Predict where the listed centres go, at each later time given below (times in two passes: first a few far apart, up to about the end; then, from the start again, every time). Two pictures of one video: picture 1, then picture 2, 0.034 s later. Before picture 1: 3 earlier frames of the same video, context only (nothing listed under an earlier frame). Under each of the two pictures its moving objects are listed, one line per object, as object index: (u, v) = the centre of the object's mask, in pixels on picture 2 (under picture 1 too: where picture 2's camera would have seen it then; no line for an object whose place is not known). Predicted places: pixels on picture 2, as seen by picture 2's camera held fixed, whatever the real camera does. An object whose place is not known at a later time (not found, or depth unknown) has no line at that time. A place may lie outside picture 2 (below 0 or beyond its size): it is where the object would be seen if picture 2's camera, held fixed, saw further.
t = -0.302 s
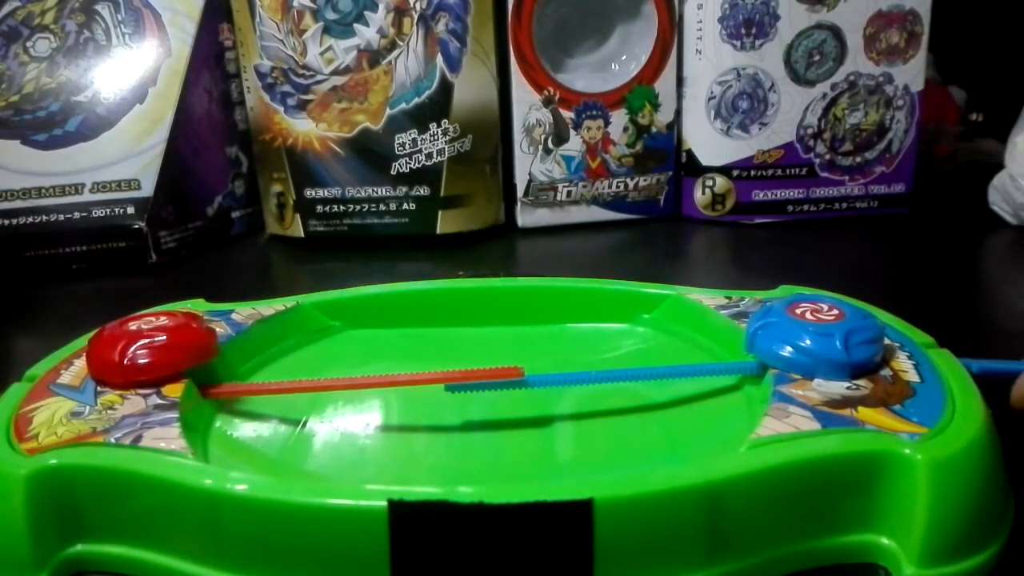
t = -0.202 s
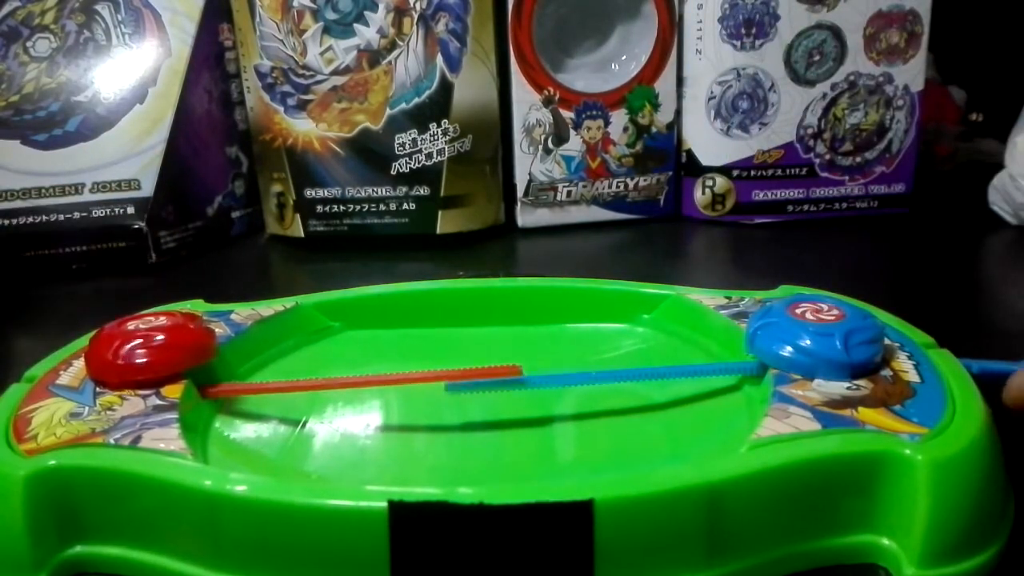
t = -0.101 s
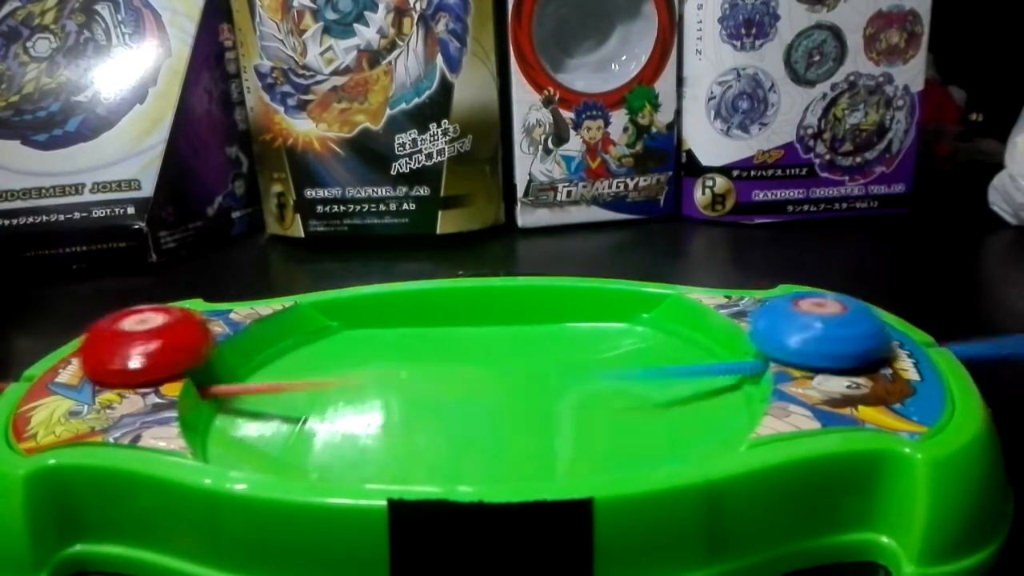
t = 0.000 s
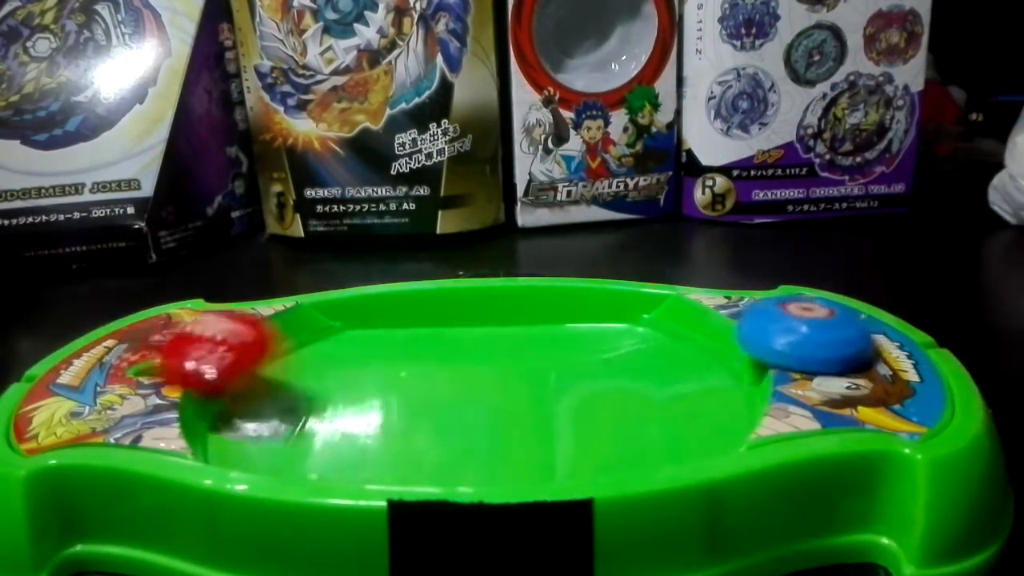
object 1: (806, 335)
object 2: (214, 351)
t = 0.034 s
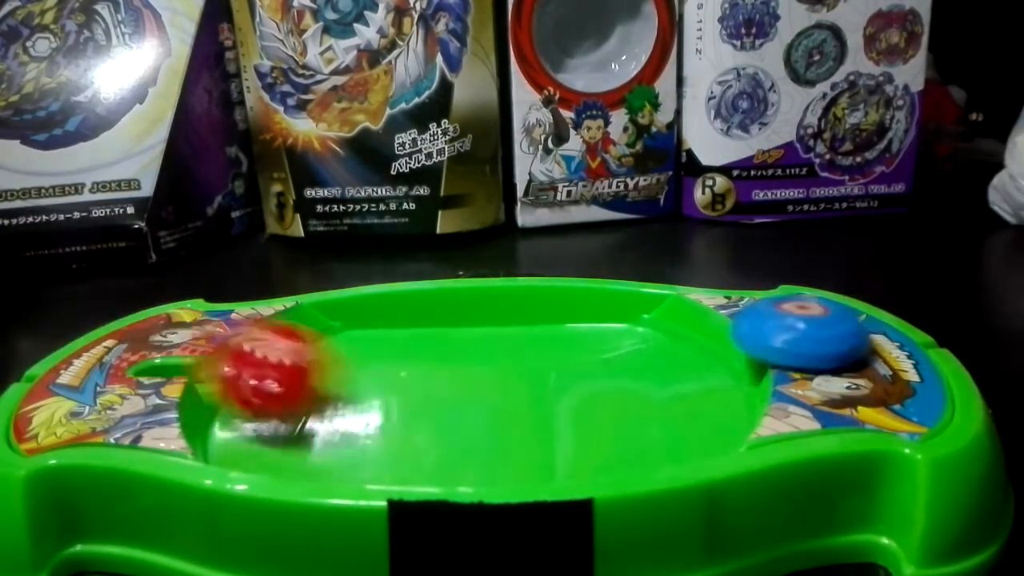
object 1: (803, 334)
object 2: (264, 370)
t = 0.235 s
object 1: (763, 334)
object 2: (513, 404)
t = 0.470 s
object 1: (639, 374)
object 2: (505, 413)
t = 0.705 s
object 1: (655, 378)
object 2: (295, 360)
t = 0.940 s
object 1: (318, 300)
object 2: (202, 335)
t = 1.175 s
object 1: (520, 323)
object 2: (386, 372)
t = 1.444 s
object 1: (610, 384)
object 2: (501, 426)
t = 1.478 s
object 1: (651, 396)
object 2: (487, 429)
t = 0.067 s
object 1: (801, 335)
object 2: (329, 382)
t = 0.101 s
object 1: (790, 337)
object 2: (389, 394)
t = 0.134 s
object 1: (785, 338)
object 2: (438, 402)
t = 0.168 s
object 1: (775, 337)
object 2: (471, 404)
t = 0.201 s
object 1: (767, 336)
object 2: (493, 404)
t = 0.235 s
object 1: (763, 334)
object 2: (513, 404)
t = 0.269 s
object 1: (752, 335)
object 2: (528, 399)
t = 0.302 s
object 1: (741, 333)
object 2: (546, 404)
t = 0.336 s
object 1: (722, 344)
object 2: (557, 406)
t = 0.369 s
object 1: (693, 357)
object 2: (560, 407)
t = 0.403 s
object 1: (671, 366)
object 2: (556, 409)
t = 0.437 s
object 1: (653, 371)
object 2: (530, 406)
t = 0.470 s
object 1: (639, 374)
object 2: (505, 413)
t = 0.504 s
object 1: (627, 377)
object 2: (481, 412)
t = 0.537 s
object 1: (617, 379)
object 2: (466, 416)
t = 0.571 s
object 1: (606, 381)
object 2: (452, 414)
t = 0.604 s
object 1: (594, 383)
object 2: (444, 412)
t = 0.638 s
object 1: (582, 385)
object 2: (440, 412)
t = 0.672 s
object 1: (577, 385)
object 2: (428, 408)
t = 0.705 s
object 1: (655, 378)
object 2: (295, 360)
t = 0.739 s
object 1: (665, 361)
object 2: (218, 359)
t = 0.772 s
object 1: (515, 302)
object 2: (186, 346)
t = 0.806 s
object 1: (421, 305)
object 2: (172, 335)
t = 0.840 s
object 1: (310, 332)
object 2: (160, 340)
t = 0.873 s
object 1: (304, 287)
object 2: (171, 339)
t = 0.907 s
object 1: (307, 276)
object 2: (187, 335)
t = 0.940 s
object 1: (318, 300)
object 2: (202, 335)
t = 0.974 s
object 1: (386, 335)
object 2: (186, 340)
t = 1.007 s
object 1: (428, 330)
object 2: (173, 350)
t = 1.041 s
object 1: (477, 328)
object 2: (184, 356)
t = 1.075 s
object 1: (505, 322)
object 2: (224, 380)
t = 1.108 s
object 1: (517, 320)
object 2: (275, 413)
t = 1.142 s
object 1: (521, 321)
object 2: (352, 407)
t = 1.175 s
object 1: (520, 323)
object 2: (386, 372)
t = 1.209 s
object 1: (519, 323)
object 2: (426, 364)
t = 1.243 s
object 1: (529, 315)
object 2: (465, 360)
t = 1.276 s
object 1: (534, 299)
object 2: (478, 377)
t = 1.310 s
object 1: (547, 298)
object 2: (481, 392)
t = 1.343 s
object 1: (563, 323)
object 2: (485, 416)
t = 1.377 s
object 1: (581, 348)
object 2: (496, 423)
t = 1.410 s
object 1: (594, 363)
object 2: (499, 426)
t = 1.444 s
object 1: (610, 384)
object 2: (501, 426)
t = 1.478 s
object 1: (651, 396)
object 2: (487, 429)
